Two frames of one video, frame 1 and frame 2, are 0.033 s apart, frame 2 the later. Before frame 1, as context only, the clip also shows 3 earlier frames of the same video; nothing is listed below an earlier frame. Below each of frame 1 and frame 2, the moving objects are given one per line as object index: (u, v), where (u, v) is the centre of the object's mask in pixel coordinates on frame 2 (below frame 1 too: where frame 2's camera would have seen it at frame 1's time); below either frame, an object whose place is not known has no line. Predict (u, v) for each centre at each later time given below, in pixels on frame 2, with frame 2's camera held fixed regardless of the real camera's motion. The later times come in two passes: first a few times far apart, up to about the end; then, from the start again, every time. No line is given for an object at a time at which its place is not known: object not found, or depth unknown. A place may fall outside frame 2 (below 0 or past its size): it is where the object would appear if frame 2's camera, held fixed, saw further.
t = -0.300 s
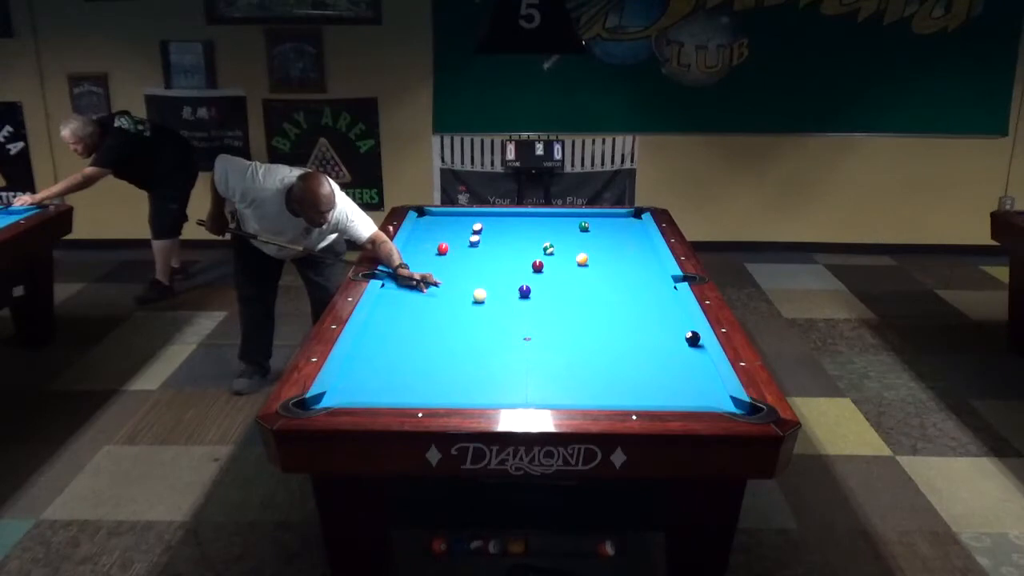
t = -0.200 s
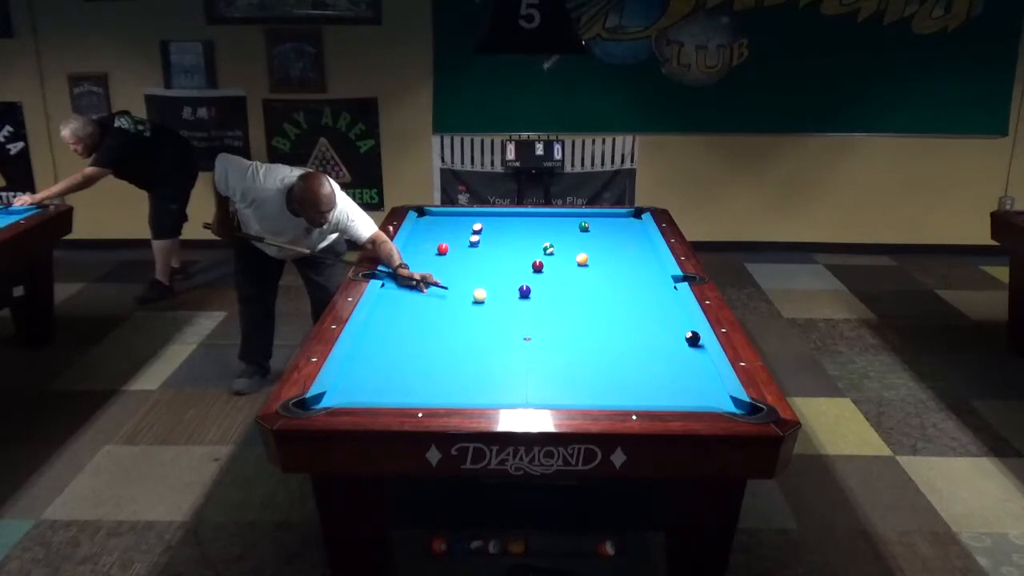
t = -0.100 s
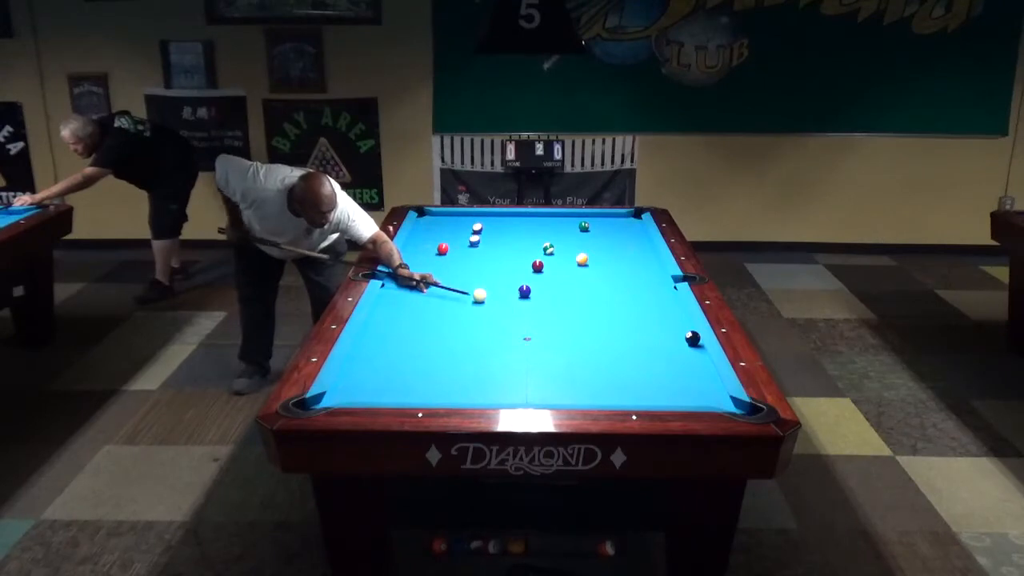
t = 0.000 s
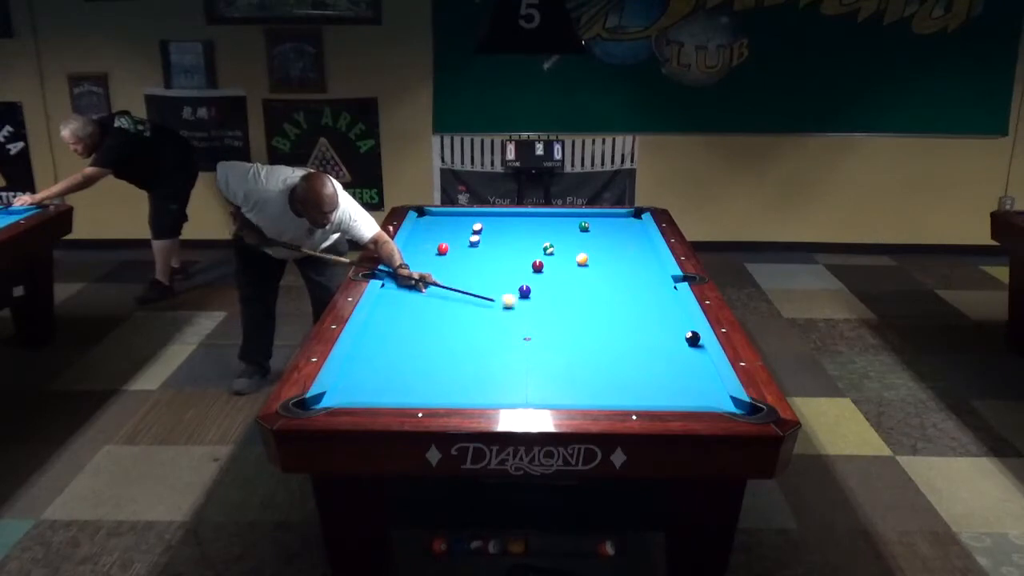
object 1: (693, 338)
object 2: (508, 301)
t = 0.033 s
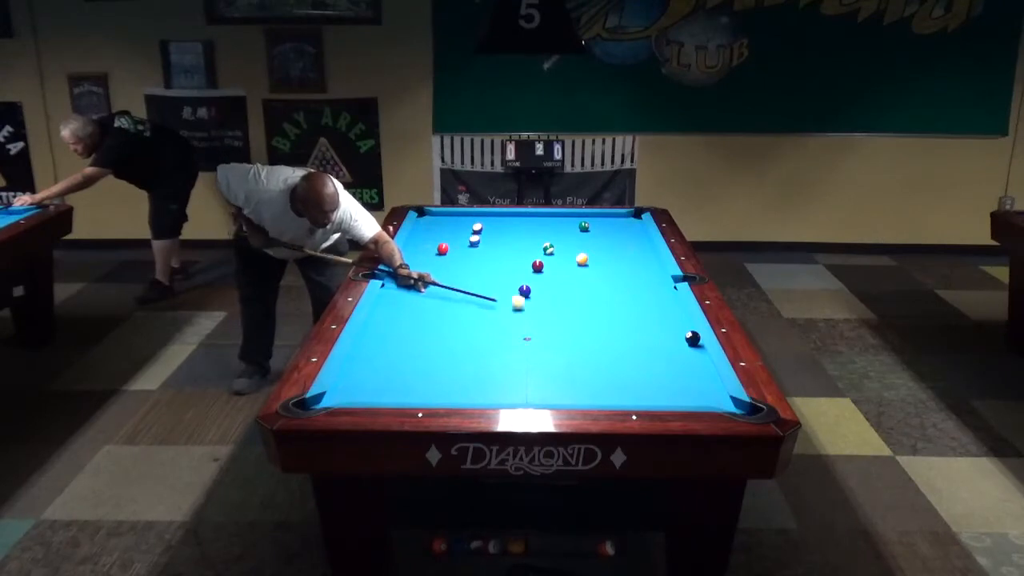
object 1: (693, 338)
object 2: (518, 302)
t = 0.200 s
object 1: (693, 338)
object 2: (562, 311)
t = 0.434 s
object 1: (693, 338)
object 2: (626, 323)
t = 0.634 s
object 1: (693, 339)
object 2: (680, 333)
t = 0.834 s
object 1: (672, 343)
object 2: (686, 335)
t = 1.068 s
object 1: (648, 348)
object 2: (675, 339)
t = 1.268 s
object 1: (629, 353)
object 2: (666, 343)
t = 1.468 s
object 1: (610, 357)
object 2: (657, 346)
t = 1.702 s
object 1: (588, 362)
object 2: (647, 350)
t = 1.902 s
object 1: (570, 365)
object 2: (639, 353)
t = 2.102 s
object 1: (552, 370)
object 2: (632, 356)
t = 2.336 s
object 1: (532, 374)
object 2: (624, 359)
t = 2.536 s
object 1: (516, 377)
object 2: (618, 362)
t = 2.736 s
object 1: (500, 381)
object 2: (612, 364)
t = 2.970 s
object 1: (482, 385)
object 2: (607, 367)
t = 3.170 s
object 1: (467, 388)
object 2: (602, 368)
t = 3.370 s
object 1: (453, 390)
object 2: (598, 369)
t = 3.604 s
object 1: (439, 393)
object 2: (595, 371)
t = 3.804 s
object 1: (426, 395)
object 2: (593, 371)
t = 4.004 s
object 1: (415, 396)
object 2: (591, 372)
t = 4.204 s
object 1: (405, 397)
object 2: (590, 372)
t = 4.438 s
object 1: (397, 397)
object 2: (590, 372)
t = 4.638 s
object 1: (393, 397)
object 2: (590, 372)
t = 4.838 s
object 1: (389, 396)
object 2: (590, 372)
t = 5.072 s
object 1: (386, 396)
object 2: (590, 373)
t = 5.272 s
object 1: (384, 396)
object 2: (590, 373)
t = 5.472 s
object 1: (384, 396)
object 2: (590, 373)
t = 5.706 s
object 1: (383, 396)
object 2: (590, 373)
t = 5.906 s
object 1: (383, 396)
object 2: (590, 373)
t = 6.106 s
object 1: (383, 396)
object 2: (590, 373)
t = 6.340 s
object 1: (383, 396)
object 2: (590, 373)
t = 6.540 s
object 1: (383, 396)
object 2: (590, 373)
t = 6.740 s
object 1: (383, 396)
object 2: (590, 373)
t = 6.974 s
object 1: (383, 396)
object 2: (590, 373)
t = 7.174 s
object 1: (383, 396)
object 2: (590, 373)
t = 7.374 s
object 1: (383, 396)
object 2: (590, 373)
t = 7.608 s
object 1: (383, 396)
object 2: (590, 373)
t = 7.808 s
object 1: (383, 396)
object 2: (590, 373)
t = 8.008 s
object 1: (383, 396)
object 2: (590, 373)
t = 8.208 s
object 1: (383, 396)
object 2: (590, 373)
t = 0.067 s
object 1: (693, 338)
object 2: (527, 304)
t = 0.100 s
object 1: (693, 338)
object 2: (536, 306)
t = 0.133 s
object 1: (693, 338)
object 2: (545, 308)
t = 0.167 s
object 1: (693, 338)
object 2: (553, 309)
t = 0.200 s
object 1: (693, 338)
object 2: (562, 311)
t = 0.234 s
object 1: (693, 338)
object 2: (571, 313)
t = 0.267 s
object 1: (693, 338)
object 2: (580, 314)
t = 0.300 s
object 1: (693, 338)
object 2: (589, 316)
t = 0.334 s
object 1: (693, 338)
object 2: (598, 318)
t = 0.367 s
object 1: (693, 338)
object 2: (607, 320)
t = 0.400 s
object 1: (693, 338)
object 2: (616, 321)
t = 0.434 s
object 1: (693, 338)
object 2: (626, 323)
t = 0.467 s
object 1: (693, 338)
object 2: (635, 325)
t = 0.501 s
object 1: (693, 338)
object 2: (645, 327)
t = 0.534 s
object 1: (693, 338)
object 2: (654, 329)
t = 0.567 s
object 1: (693, 338)
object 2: (664, 330)
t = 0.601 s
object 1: (693, 338)
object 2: (673, 332)
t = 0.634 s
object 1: (693, 339)
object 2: (680, 333)
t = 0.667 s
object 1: (689, 340)
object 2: (681, 331)
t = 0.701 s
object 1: (685, 340)
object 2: (685, 330)
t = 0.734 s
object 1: (682, 341)
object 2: (690, 332)
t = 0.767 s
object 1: (678, 342)
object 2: (690, 333)
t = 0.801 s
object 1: (675, 343)
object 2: (688, 334)
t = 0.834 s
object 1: (672, 343)
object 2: (686, 335)
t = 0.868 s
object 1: (669, 344)
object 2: (684, 336)
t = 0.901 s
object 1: (665, 345)
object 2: (683, 336)
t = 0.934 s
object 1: (662, 346)
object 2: (681, 337)
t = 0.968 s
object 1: (658, 346)
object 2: (680, 337)
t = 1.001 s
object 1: (655, 347)
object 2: (678, 338)
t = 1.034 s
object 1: (652, 348)
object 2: (677, 339)
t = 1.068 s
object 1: (648, 348)
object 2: (675, 339)
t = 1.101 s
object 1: (645, 349)
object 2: (674, 340)
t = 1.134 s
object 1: (642, 350)
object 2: (672, 341)
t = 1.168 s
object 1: (639, 350)
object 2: (671, 341)
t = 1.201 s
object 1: (636, 351)
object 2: (669, 342)
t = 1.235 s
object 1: (632, 352)
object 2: (668, 342)
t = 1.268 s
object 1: (629, 353)
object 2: (666, 343)
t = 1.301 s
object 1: (626, 354)
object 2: (665, 343)
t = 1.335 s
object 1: (623, 354)
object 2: (663, 344)
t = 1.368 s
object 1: (619, 355)
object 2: (662, 345)
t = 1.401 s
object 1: (616, 356)
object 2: (660, 345)
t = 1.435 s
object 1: (613, 356)
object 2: (658, 346)
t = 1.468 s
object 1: (610, 357)
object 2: (657, 346)
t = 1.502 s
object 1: (607, 357)
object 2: (656, 347)
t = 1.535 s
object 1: (604, 358)
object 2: (654, 347)
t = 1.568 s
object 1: (601, 359)
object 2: (653, 348)
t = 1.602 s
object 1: (598, 360)
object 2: (651, 349)
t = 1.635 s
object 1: (594, 360)
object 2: (650, 349)
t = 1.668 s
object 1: (591, 361)
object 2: (649, 350)
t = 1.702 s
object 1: (588, 362)
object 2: (647, 350)
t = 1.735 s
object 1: (585, 362)
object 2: (646, 351)
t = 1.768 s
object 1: (582, 363)
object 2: (645, 351)
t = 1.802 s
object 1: (579, 364)
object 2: (643, 352)
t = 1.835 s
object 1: (576, 364)
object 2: (642, 352)
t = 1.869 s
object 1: (573, 365)
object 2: (641, 353)
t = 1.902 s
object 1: (570, 365)
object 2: (639, 353)
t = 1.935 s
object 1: (567, 366)
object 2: (638, 354)
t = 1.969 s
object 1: (564, 367)
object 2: (637, 354)
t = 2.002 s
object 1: (561, 367)
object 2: (636, 355)
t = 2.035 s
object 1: (558, 368)
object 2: (634, 355)
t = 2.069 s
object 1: (555, 369)
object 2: (633, 356)
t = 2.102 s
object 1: (552, 370)
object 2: (632, 356)
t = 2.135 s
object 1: (549, 370)
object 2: (631, 357)
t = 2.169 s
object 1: (547, 371)
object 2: (630, 357)
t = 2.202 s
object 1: (544, 372)
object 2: (628, 358)
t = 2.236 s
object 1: (541, 372)
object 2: (627, 358)
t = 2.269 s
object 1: (538, 373)
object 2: (626, 359)
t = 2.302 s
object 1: (535, 373)
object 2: (625, 359)
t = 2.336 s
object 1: (532, 374)
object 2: (624, 359)
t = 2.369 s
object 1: (530, 374)
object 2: (623, 360)
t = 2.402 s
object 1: (527, 375)
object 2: (622, 360)
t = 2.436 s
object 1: (524, 376)
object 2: (621, 361)
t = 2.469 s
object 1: (521, 376)
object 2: (620, 361)
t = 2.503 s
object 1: (518, 377)
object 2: (619, 361)
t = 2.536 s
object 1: (516, 377)
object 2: (618, 362)
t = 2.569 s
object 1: (513, 378)
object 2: (617, 362)
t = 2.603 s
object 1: (510, 378)
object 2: (616, 363)
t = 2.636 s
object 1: (508, 379)
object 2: (615, 363)
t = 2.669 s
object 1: (505, 380)
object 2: (614, 363)
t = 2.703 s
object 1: (502, 381)
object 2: (613, 364)
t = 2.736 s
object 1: (500, 381)
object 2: (612, 364)
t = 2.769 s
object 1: (497, 382)
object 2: (611, 364)
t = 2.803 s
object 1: (495, 382)
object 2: (611, 365)
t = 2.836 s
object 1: (492, 382)
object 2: (610, 365)
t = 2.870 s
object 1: (489, 383)
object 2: (609, 366)
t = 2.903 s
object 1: (487, 384)
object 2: (608, 366)
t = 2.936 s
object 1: (484, 384)
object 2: (607, 366)
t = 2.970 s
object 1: (482, 385)
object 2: (607, 367)
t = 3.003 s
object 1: (479, 385)
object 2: (606, 367)
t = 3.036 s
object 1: (477, 386)
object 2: (605, 367)
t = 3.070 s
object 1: (474, 386)
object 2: (604, 367)
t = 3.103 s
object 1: (472, 386)
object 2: (603, 367)
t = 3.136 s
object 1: (470, 387)
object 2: (603, 368)
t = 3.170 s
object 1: (467, 388)
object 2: (602, 368)
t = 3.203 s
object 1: (465, 388)
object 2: (601, 368)
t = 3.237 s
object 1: (463, 389)
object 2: (601, 368)
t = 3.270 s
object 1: (460, 389)
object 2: (600, 368)
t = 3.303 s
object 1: (458, 390)
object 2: (600, 368)
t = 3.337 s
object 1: (456, 390)
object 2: (599, 369)
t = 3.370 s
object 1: (453, 390)
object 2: (598, 369)
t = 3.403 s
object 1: (451, 391)
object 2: (598, 369)
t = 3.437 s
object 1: (449, 391)
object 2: (597, 369)
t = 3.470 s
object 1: (447, 392)
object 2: (597, 369)
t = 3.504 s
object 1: (445, 392)
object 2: (596, 370)
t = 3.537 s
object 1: (443, 392)
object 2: (596, 370)
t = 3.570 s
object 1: (440, 393)
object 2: (595, 370)
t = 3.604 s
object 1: (439, 393)
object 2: (595, 371)
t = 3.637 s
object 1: (436, 394)
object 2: (594, 371)
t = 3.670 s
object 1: (434, 394)
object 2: (594, 371)
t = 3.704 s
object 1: (432, 394)
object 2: (594, 371)
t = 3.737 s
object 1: (431, 394)
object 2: (593, 371)
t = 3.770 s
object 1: (428, 395)
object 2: (593, 371)
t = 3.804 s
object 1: (426, 395)
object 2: (593, 371)
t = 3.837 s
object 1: (425, 395)
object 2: (592, 371)
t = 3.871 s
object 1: (423, 396)
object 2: (592, 372)
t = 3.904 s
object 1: (421, 396)
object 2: (592, 372)
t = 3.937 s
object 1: (419, 396)
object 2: (591, 372)
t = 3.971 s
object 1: (417, 396)
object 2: (591, 372)
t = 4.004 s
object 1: (415, 396)
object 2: (591, 372)
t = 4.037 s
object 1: (414, 397)
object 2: (591, 372)
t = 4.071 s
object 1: (412, 397)
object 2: (591, 372)
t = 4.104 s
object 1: (410, 397)
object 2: (591, 372)
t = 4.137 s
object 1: (408, 397)
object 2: (590, 372)
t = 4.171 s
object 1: (407, 397)
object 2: (590, 372)
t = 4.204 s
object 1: (405, 397)
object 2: (590, 372)
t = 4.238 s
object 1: (403, 397)
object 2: (590, 372)
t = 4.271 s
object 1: (401, 398)
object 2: (590, 372)
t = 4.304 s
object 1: (400, 397)
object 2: (590, 372)
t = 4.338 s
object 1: (399, 397)
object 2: (590, 372)
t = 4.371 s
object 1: (399, 397)
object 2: (590, 372)
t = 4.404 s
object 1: (398, 397)
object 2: (590, 372)
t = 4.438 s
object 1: (397, 397)
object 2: (590, 372)
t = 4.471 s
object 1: (396, 397)
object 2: (590, 372)
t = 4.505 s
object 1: (395, 397)
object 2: (590, 372)
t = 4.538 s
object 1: (395, 397)
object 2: (590, 372)
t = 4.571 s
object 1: (394, 397)
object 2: (590, 372)
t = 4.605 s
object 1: (393, 397)
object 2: (590, 372)
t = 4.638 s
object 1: (393, 397)
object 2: (590, 372)
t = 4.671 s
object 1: (392, 397)
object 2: (590, 372)
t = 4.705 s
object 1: (392, 396)
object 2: (590, 372)
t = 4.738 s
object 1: (391, 397)
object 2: (590, 372)
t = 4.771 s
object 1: (390, 397)
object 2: (590, 372)
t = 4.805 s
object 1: (390, 397)
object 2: (590, 372)
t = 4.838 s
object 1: (389, 396)
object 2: (590, 372)
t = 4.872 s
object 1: (389, 396)
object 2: (590, 372)
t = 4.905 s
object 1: (388, 396)
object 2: (590, 373)
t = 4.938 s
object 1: (388, 396)
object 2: (590, 372)
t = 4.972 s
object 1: (387, 396)
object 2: (590, 373)
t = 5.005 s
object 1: (387, 396)
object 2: (590, 373)
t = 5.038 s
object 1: (387, 396)
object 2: (590, 373)
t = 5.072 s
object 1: (386, 396)
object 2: (590, 373)
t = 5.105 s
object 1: (386, 396)
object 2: (590, 373)
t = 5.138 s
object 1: (385, 396)
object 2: (590, 373)
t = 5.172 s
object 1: (385, 396)
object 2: (590, 373)
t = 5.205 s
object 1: (385, 396)
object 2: (590, 373)
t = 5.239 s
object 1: (385, 396)
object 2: (590, 373)
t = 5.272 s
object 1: (384, 396)
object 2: (590, 373)
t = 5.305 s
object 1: (384, 396)
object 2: (590, 373)
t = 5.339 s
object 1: (384, 396)
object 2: (590, 373)
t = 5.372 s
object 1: (384, 396)
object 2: (590, 373)
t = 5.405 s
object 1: (384, 396)
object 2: (590, 373)
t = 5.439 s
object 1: (384, 396)
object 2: (590, 373)
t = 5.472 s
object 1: (384, 396)
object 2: (590, 373)
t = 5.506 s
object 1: (384, 396)
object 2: (590, 373)
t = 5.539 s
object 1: (384, 396)
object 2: (590, 373)
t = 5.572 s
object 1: (384, 396)
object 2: (590, 373)
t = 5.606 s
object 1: (383, 396)
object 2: (590, 373)
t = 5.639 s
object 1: (383, 396)
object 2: (590, 373)
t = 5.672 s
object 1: (383, 396)
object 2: (590, 373)
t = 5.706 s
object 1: (383, 396)
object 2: (590, 373)
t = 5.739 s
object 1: (383, 396)
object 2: (590, 373)
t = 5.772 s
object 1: (383, 396)
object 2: (590, 373)
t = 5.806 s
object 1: (383, 396)
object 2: (590, 373)
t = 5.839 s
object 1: (383, 396)
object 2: (590, 373)
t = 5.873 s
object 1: (383, 396)
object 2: (590, 373)
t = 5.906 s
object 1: (383, 396)
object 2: (590, 373)
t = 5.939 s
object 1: (383, 396)
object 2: (590, 373)
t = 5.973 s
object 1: (383, 396)
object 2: (590, 373)
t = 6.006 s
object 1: (383, 396)
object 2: (590, 373)
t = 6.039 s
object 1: (383, 396)
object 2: (590, 373)
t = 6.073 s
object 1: (383, 396)
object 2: (590, 373)
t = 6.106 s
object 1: (383, 396)
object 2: (590, 373)
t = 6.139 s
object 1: (383, 396)
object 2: (590, 373)
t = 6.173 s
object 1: (383, 396)
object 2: (590, 373)
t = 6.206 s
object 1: (383, 396)
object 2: (590, 373)
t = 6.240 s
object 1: (383, 396)
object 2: (590, 373)
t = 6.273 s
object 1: (383, 396)
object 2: (590, 373)
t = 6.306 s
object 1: (383, 396)
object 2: (590, 373)
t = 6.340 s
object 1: (383, 396)
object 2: (590, 373)
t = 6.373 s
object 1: (383, 396)
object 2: (590, 373)
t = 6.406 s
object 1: (383, 396)
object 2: (590, 373)
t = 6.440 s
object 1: (383, 396)
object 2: (590, 373)
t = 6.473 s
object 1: (383, 396)
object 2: (590, 373)
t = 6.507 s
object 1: (383, 396)
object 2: (590, 373)
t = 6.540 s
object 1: (383, 396)
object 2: (590, 373)
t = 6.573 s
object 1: (383, 396)
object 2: (590, 373)
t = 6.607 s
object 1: (383, 396)
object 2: (590, 373)
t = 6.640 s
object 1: (383, 396)
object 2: (590, 373)
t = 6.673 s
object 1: (383, 396)
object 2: (590, 373)
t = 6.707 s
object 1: (383, 396)
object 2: (590, 373)
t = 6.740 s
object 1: (383, 396)
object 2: (590, 373)
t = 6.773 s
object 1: (383, 396)
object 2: (590, 373)
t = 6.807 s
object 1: (383, 396)
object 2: (590, 373)
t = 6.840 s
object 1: (383, 396)
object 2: (590, 373)
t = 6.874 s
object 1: (383, 396)
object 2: (590, 373)
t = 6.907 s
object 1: (383, 396)
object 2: (590, 373)
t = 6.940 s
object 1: (383, 396)
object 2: (590, 373)
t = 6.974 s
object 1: (383, 396)
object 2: (590, 373)
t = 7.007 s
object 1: (383, 396)
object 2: (590, 373)
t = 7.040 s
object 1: (383, 396)
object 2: (590, 373)
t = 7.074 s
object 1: (383, 396)
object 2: (590, 373)
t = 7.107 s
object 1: (383, 396)
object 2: (590, 373)
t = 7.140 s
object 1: (383, 396)
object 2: (590, 373)
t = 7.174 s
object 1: (383, 396)
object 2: (590, 373)
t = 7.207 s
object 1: (383, 396)
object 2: (590, 373)
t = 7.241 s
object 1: (383, 396)
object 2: (590, 373)
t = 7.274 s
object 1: (383, 396)
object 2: (590, 373)
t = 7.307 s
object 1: (383, 396)
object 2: (590, 373)
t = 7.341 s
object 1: (383, 396)
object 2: (590, 373)
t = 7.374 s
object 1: (383, 396)
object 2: (590, 373)
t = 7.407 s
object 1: (383, 396)
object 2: (590, 373)
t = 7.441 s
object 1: (383, 396)
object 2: (590, 373)
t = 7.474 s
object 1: (383, 396)
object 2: (590, 373)
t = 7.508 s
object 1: (383, 396)
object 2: (590, 373)
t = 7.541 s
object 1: (383, 396)
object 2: (590, 373)
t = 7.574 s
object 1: (383, 396)
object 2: (590, 373)
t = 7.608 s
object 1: (383, 396)
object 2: (590, 373)
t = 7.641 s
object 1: (383, 396)
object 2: (590, 373)
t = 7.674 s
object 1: (383, 396)
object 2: (590, 373)
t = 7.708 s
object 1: (383, 396)
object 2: (590, 373)
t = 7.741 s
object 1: (383, 396)
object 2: (590, 373)
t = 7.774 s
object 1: (383, 396)
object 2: (590, 373)
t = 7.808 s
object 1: (383, 396)
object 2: (590, 373)
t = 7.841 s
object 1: (383, 396)
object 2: (590, 373)
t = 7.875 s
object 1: (383, 396)
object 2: (590, 373)
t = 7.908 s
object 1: (383, 396)
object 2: (590, 373)
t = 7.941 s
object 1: (383, 396)
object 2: (590, 373)
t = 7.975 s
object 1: (383, 396)
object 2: (590, 373)
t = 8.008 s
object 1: (383, 396)
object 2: (590, 373)
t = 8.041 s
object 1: (383, 396)
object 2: (590, 373)
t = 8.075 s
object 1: (383, 396)
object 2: (590, 373)
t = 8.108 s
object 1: (383, 396)
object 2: (590, 373)
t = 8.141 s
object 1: (383, 396)
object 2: (590, 373)
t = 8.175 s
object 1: (383, 396)
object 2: (590, 373)
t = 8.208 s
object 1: (383, 396)
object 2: (590, 373)
